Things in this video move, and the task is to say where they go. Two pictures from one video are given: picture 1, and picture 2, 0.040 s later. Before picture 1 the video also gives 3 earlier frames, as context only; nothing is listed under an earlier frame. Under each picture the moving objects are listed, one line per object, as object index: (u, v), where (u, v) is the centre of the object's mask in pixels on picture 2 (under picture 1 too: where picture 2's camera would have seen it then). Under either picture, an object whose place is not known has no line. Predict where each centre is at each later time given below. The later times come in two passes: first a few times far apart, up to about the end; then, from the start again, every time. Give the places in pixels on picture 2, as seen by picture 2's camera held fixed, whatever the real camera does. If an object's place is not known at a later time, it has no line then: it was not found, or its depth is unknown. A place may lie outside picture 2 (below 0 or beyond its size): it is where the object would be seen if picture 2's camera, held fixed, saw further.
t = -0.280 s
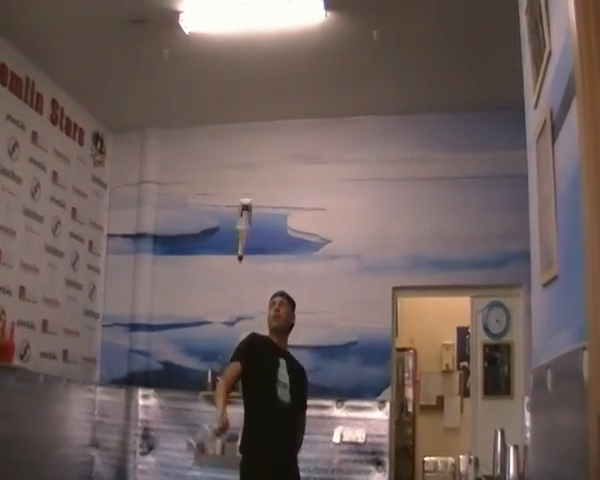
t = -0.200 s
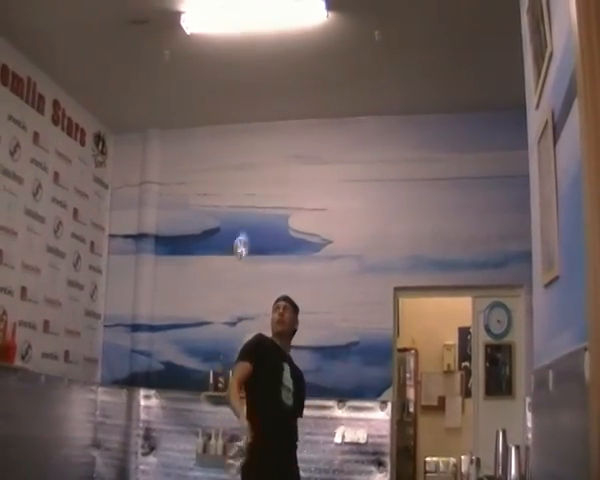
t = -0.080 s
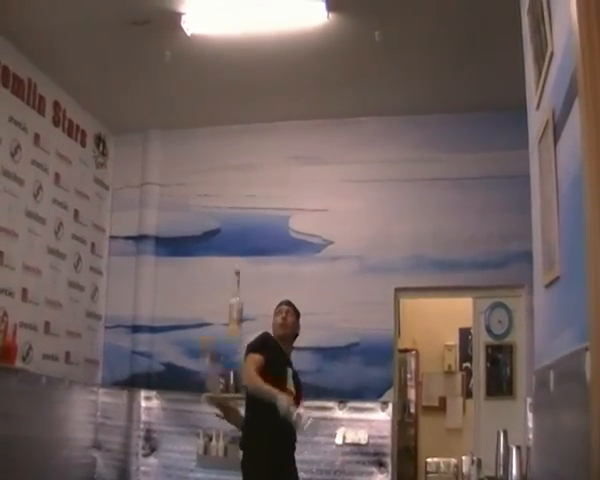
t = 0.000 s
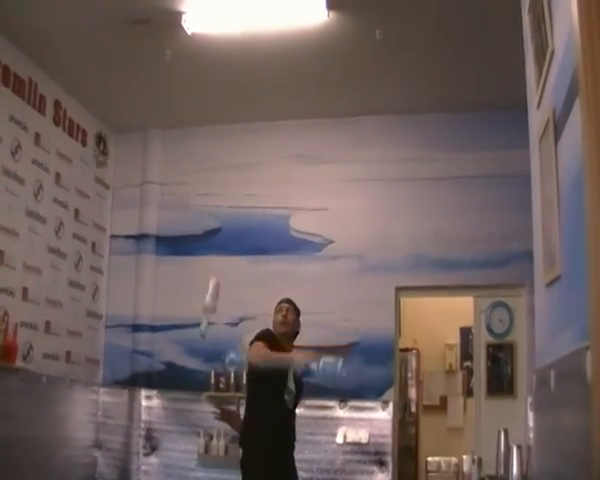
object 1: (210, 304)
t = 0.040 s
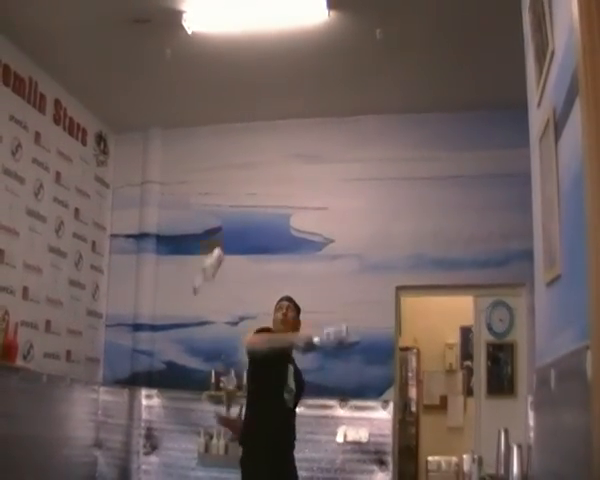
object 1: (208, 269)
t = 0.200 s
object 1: (206, 171)
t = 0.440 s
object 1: (195, 139)
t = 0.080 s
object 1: (206, 238)
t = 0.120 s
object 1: (205, 212)
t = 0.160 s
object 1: (206, 190)
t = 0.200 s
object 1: (206, 171)
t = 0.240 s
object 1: (206, 158)
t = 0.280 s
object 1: (205, 148)
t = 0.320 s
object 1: (202, 141)
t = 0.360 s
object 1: (200, 135)
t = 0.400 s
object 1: (198, 135)
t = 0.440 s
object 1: (195, 139)
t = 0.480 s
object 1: (192, 143)
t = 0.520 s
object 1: (189, 151)
